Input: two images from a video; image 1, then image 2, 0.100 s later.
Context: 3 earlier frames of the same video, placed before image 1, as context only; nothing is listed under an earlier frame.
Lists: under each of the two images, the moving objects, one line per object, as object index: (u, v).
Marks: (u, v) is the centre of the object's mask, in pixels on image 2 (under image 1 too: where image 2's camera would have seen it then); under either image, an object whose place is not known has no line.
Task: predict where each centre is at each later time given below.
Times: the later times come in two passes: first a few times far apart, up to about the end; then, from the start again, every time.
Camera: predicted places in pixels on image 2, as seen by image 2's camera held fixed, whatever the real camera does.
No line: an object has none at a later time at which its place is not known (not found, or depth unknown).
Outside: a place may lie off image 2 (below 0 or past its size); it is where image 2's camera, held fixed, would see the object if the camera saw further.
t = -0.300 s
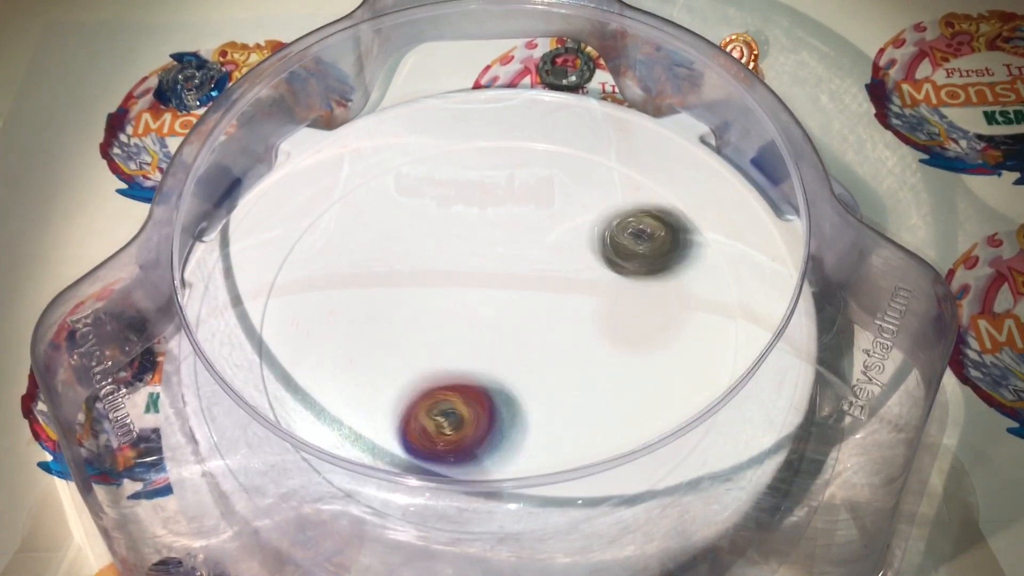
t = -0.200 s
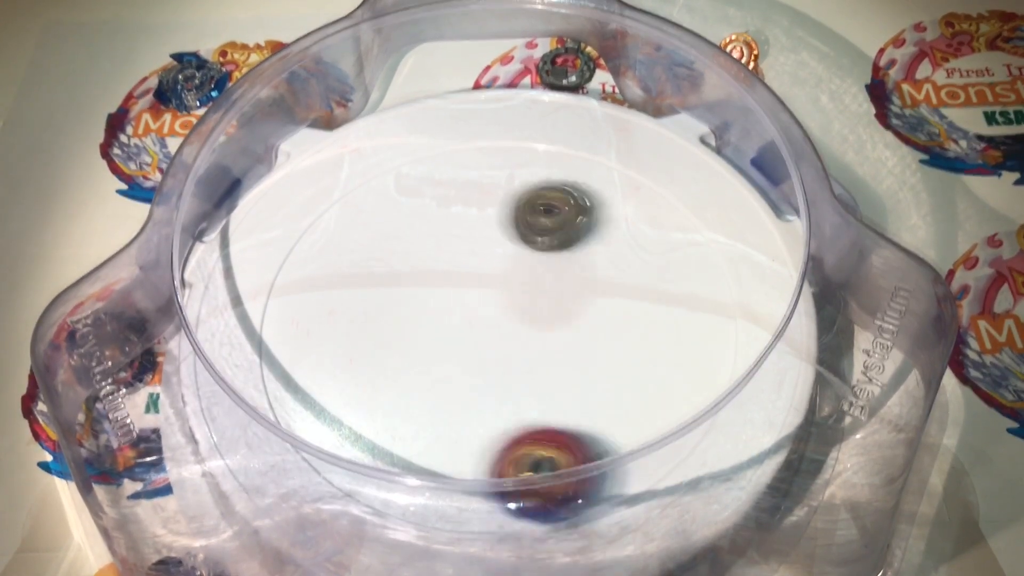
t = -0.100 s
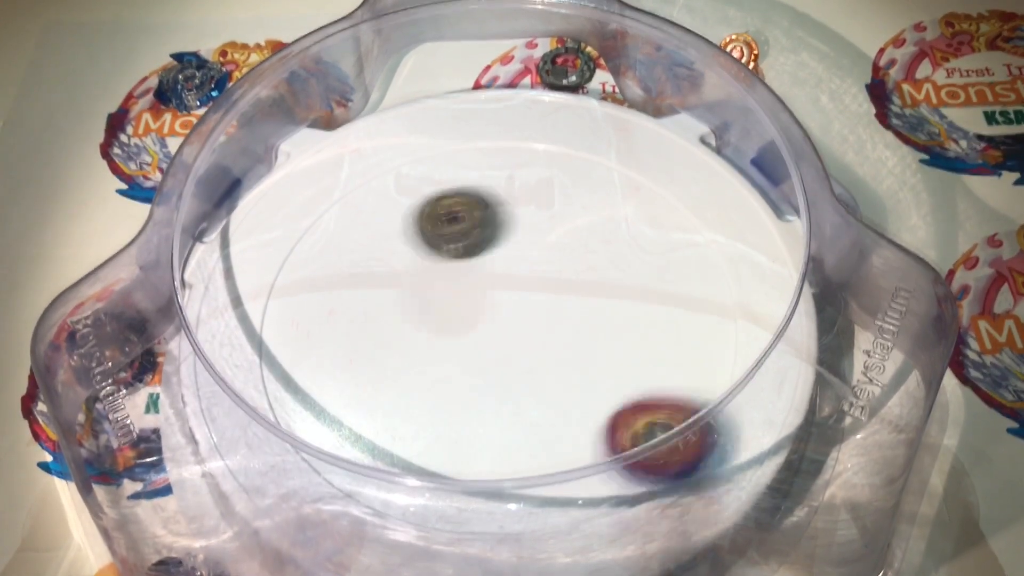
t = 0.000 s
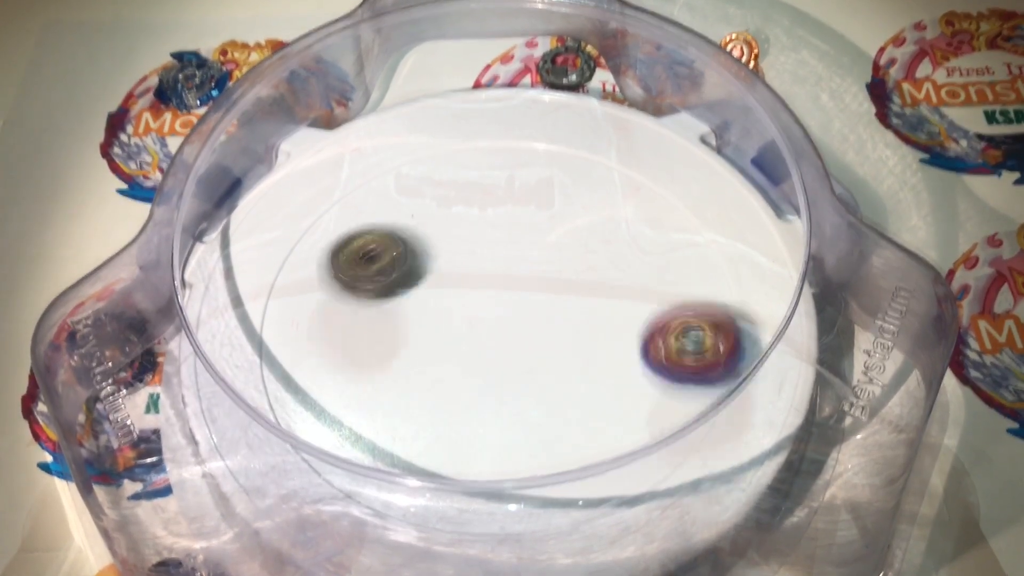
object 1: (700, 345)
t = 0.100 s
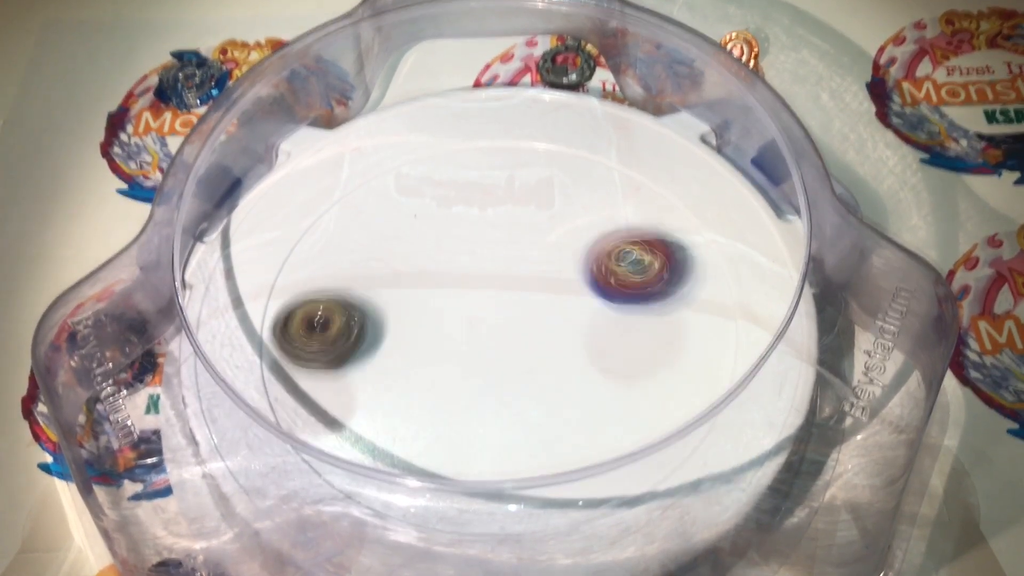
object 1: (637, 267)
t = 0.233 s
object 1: (503, 225)
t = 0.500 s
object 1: (293, 332)
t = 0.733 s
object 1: (435, 446)
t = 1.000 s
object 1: (612, 295)
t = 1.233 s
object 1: (524, 162)
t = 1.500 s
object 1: (361, 222)
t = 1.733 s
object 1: (449, 380)
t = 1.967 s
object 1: (648, 374)
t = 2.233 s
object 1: (659, 226)
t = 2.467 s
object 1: (486, 230)
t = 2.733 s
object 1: (376, 375)
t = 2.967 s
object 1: (486, 445)
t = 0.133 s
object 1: (607, 250)
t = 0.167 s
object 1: (570, 237)
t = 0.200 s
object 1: (536, 227)
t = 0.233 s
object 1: (503, 225)
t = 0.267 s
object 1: (469, 225)
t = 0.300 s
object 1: (434, 229)
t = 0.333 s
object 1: (405, 239)
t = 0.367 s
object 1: (376, 251)
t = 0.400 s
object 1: (350, 266)
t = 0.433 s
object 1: (326, 284)
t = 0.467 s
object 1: (305, 308)
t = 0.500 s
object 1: (293, 332)
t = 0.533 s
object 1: (287, 359)
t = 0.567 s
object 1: (289, 384)
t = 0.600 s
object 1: (305, 408)
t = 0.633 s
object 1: (329, 427)
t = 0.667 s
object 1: (363, 442)
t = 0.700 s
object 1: (400, 449)
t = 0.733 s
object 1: (435, 446)
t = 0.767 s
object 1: (471, 444)
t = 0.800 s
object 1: (507, 436)
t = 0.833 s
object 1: (539, 421)
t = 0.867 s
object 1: (565, 400)
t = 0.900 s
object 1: (587, 376)
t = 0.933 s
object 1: (600, 349)
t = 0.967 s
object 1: (609, 323)
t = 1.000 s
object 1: (612, 295)
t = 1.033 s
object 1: (609, 270)
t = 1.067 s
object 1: (602, 245)
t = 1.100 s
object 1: (592, 224)
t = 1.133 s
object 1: (578, 204)
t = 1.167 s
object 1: (563, 188)
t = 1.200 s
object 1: (543, 173)
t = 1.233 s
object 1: (524, 162)
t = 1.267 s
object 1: (499, 154)
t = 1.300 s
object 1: (475, 150)
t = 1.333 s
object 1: (448, 150)
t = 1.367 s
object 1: (423, 156)
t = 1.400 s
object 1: (401, 167)
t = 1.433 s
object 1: (384, 181)
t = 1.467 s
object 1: (370, 202)
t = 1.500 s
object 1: (361, 222)
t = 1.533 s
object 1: (357, 248)
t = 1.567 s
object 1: (358, 271)
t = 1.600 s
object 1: (367, 298)
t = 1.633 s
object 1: (379, 320)
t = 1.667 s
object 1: (399, 346)
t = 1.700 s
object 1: (420, 363)
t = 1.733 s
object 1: (449, 380)
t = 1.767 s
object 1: (476, 391)
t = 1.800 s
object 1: (505, 400)
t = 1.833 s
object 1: (537, 403)
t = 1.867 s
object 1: (567, 401)
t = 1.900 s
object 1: (597, 396)
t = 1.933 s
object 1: (622, 387)
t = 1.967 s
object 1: (648, 374)
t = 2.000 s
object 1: (668, 358)
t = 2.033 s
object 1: (684, 338)
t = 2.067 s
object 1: (697, 318)
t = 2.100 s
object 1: (701, 296)
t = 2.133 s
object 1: (699, 275)
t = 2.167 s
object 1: (691, 256)
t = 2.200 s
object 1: (677, 239)
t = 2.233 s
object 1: (659, 226)
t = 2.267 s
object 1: (636, 215)
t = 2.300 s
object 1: (615, 209)
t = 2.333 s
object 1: (587, 207)
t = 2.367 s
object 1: (561, 208)
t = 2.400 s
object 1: (534, 213)
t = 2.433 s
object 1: (509, 220)
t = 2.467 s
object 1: (486, 230)
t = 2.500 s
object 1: (462, 243)
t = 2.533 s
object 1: (442, 258)
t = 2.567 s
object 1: (425, 274)
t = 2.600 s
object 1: (408, 293)
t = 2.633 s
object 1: (397, 312)
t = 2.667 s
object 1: (387, 334)
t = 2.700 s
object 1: (376, 355)
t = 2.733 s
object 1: (376, 375)
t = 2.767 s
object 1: (381, 396)
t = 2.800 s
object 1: (389, 414)
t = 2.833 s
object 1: (405, 429)
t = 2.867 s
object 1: (422, 438)
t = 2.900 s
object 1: (442, 443)
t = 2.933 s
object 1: (469, 446)
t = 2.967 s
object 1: (486, 445)
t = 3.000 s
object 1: (506, 442)
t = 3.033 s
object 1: (534, 435)
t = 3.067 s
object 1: (547, 424)
